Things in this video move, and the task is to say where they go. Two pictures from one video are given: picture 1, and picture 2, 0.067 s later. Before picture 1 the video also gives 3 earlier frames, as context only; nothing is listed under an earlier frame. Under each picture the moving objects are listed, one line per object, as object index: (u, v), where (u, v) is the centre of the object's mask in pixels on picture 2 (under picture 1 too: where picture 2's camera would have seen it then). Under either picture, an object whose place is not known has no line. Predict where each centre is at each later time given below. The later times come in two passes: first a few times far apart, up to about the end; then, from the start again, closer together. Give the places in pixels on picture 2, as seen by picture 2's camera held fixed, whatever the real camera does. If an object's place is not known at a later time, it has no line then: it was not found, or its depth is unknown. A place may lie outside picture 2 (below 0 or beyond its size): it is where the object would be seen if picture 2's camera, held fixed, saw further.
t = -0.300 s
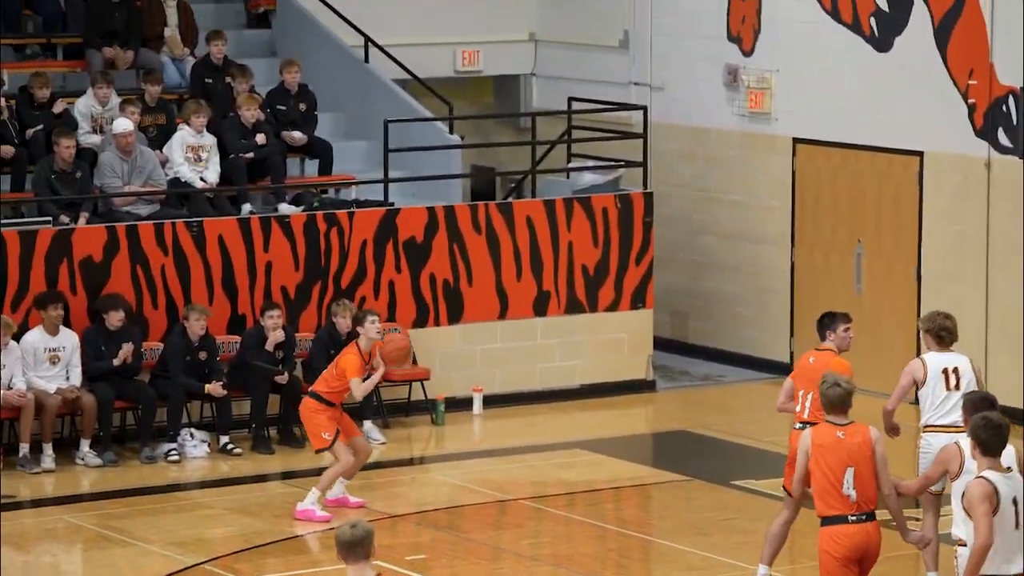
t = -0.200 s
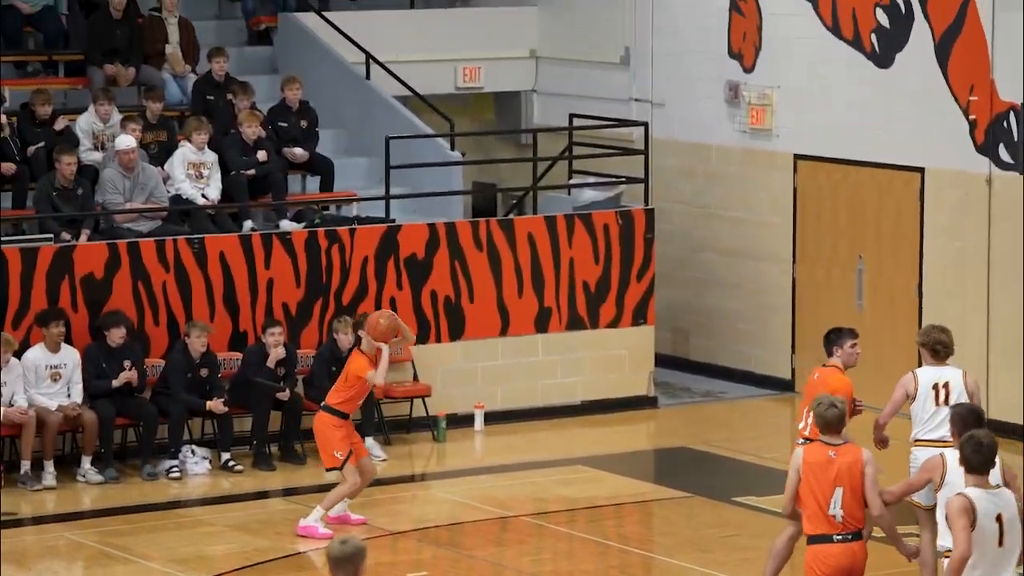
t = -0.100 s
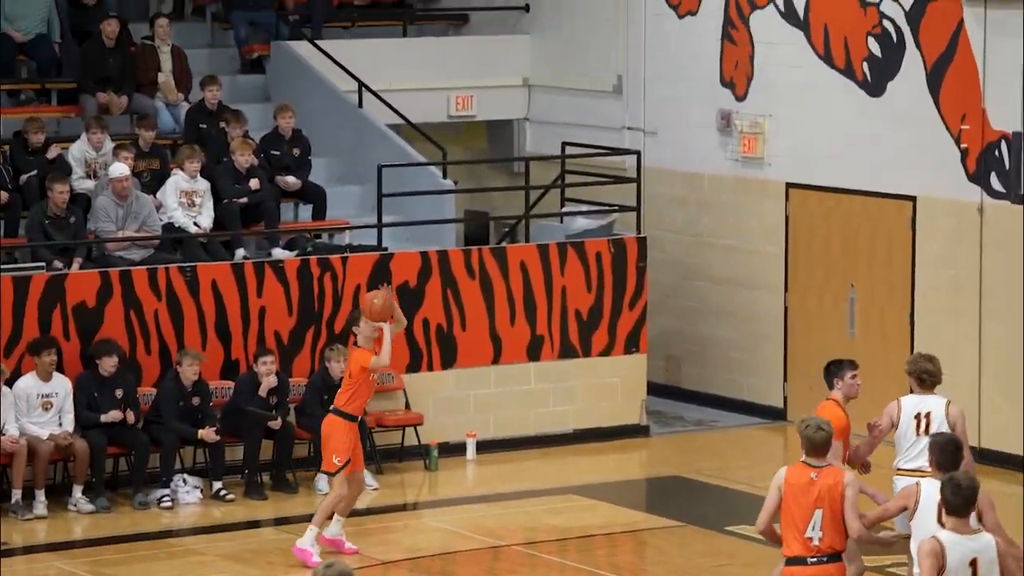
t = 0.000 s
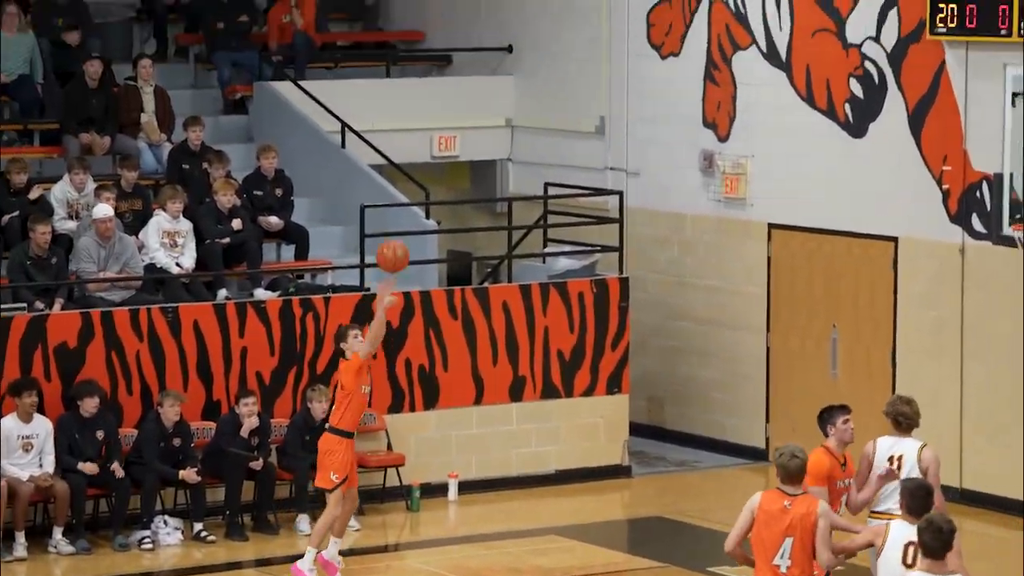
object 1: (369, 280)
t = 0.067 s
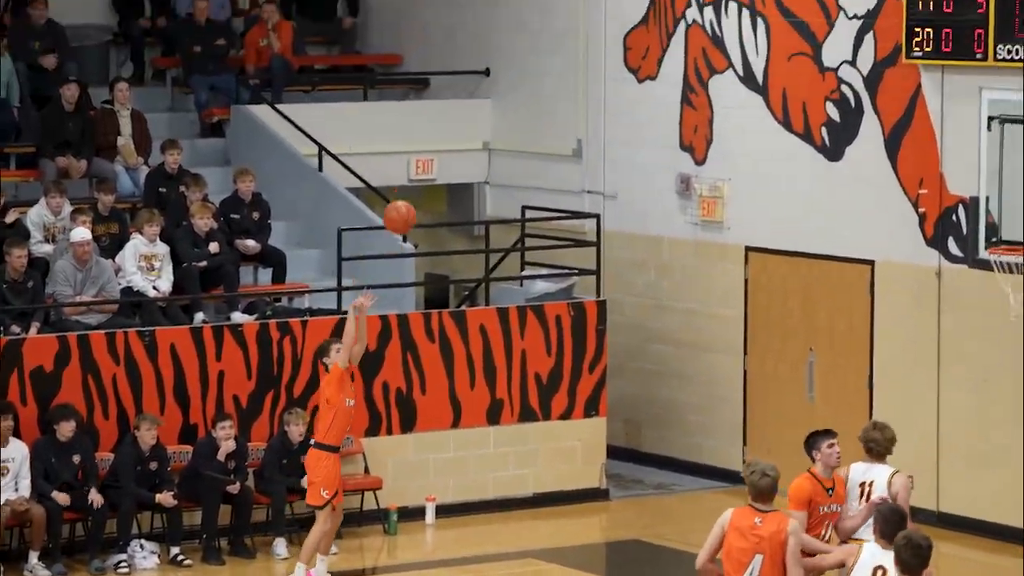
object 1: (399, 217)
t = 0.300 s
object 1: (503, 42)
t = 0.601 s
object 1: (646, -82)
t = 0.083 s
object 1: (406, 202)
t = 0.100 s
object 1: (413, 189)
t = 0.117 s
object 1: (421, 174)
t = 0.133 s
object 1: (428, 161)
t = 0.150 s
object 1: (436, 147)
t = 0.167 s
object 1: (443, 135)
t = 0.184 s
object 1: (450, 122)
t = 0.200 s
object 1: (458, 109)
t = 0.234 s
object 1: (472, 85)
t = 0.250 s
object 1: (480, 74)
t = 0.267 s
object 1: (488, 63)
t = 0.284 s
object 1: (495, 52)
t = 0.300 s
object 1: (503, 42)
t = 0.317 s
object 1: (511, 32)
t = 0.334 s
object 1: (518, 22)
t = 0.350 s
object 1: (526, 12)
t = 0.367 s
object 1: (534, 3)
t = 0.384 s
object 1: (542, -5)
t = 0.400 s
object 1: (550, -13)
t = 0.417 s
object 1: (558, -21)
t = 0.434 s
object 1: (565, -28)
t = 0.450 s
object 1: (574, -36)
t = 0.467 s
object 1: (582, -42)
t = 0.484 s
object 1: (589, -48)
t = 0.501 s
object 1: (598, -54)
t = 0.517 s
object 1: (605, -60)
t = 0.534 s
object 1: (613, -65)
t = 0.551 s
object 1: (622, -70)
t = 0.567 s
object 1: (630, -74)
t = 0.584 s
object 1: (638, -78)
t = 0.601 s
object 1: (646, -82)
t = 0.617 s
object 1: (654, -85)
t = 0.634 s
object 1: (663, -88)
